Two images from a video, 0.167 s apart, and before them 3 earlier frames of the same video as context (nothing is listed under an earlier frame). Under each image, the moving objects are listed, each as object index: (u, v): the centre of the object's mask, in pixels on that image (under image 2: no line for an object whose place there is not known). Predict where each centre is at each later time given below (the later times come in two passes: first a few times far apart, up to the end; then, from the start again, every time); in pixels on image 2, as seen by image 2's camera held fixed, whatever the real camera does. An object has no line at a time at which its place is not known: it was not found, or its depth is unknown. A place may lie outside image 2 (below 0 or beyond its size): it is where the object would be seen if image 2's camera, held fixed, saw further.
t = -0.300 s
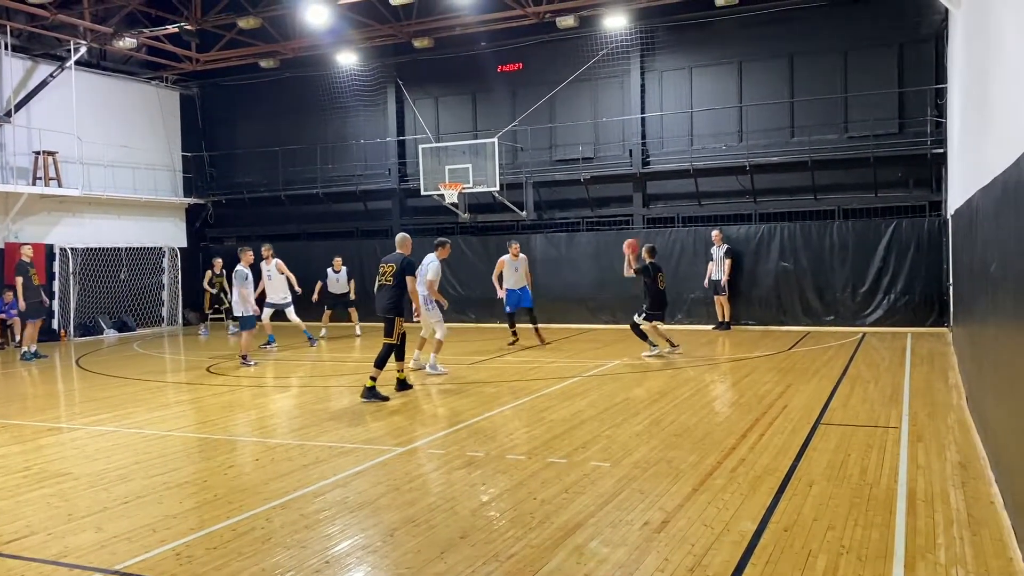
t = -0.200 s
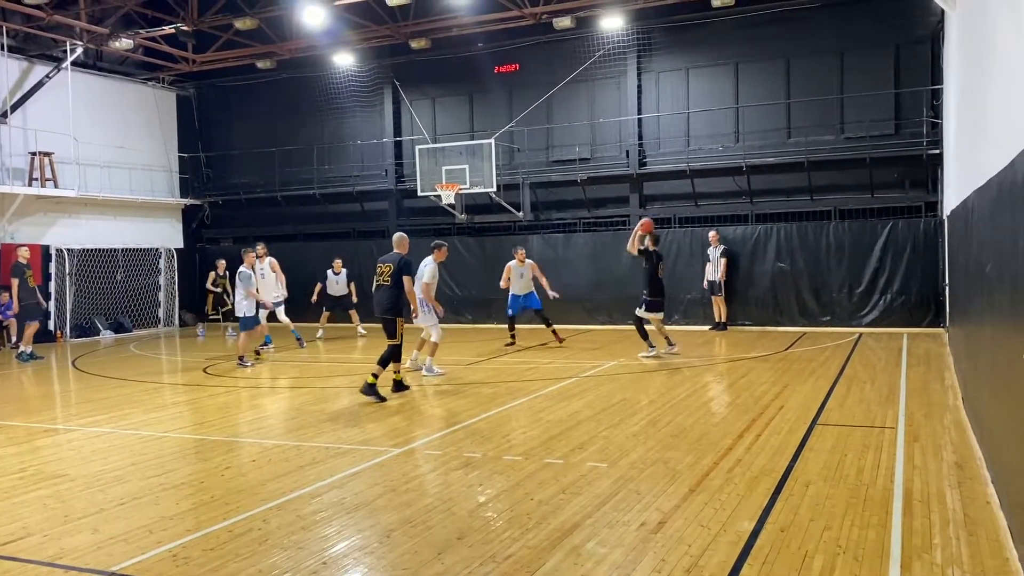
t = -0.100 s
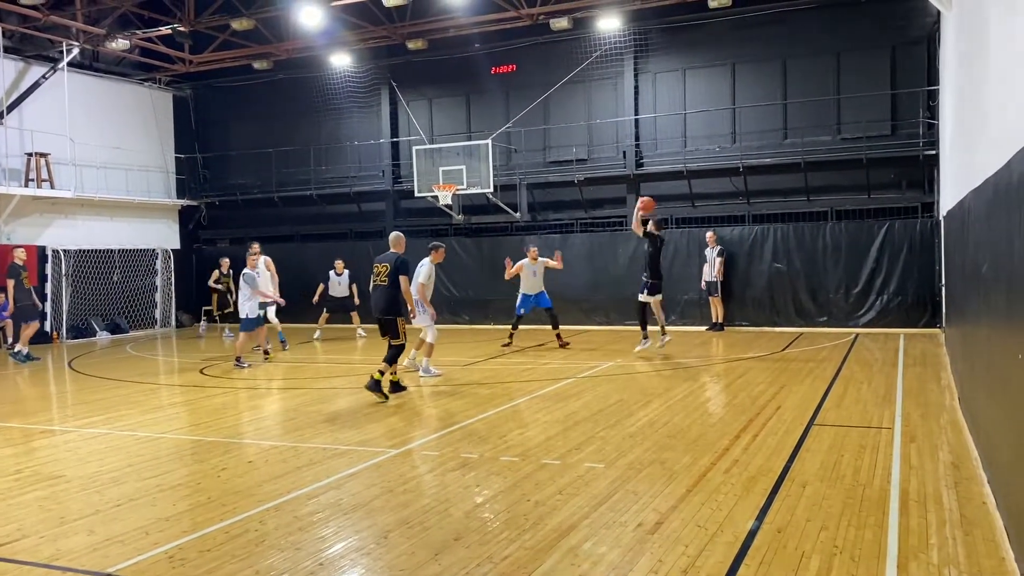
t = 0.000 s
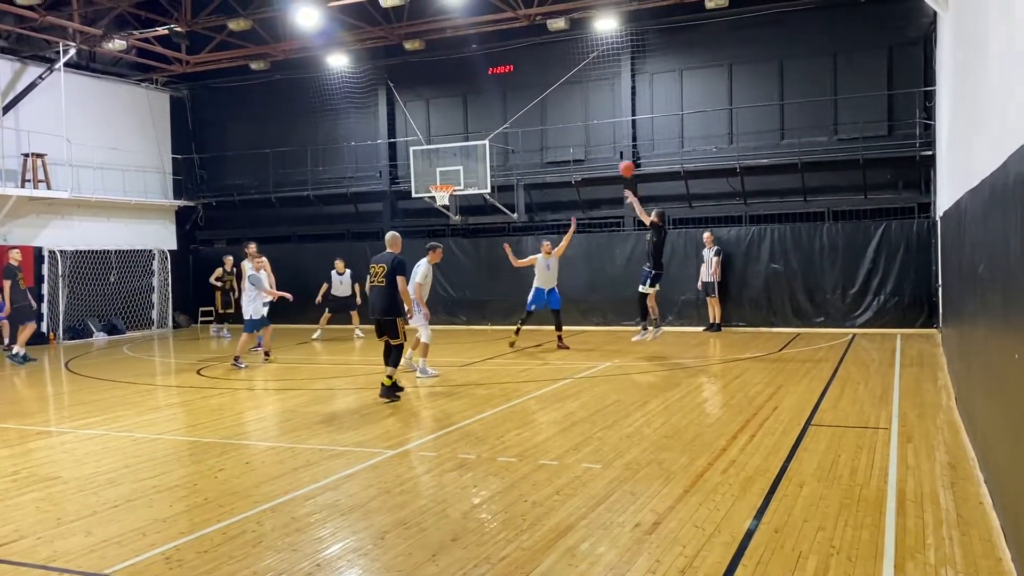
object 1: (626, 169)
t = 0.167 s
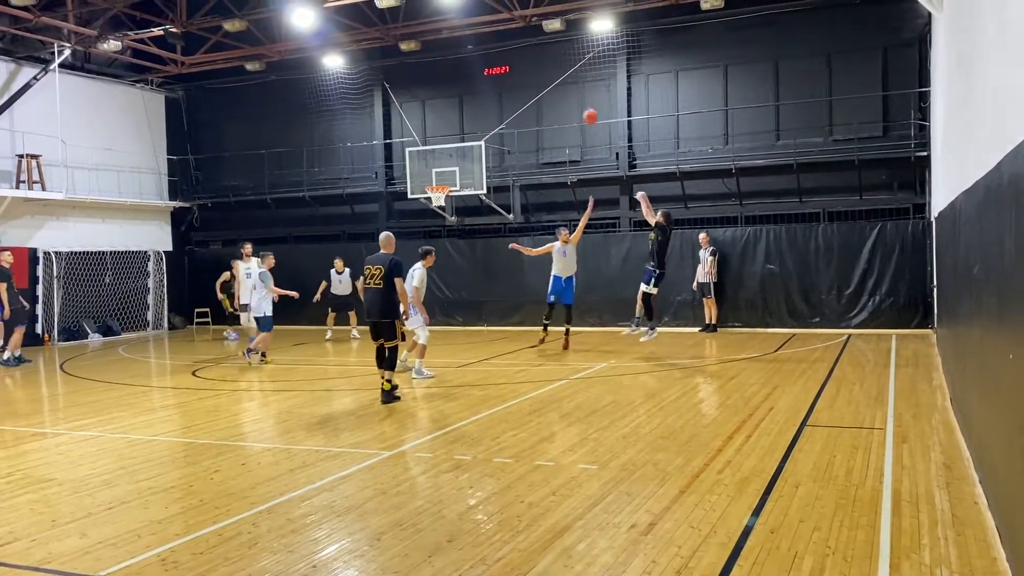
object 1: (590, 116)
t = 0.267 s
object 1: (573, 95)
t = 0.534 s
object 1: (531, 70)
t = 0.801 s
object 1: (494, 85)
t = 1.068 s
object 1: (463, 135)
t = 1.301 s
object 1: (448, 172)
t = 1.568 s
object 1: (458, 138)
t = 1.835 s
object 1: (471, 140)
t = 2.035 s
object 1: (482, 167)
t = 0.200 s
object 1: (584, 109)
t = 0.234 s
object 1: (579, 102)
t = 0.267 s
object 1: (573, 95)
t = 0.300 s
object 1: (567, 90)
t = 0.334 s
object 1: (562, 85)
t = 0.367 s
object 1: (556, 81)
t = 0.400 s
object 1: (551, 77)
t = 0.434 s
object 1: (546, 74)
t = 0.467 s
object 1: (540, 72)
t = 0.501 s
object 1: (535, 71)
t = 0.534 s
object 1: (531, 70)
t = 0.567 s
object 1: (525, 70)
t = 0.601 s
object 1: (521, 70)
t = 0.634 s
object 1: (516, 71)
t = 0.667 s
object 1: (511, 73)
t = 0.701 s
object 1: (507, 75)
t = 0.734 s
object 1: (503, 78)
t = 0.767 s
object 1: (498, 82)
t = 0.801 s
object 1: (494, 85)
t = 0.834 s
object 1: (490, 90)
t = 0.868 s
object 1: (485, 95)
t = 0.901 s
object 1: (482, 100)
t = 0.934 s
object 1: (478, 106)
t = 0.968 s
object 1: (474, 113)
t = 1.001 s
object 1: (470, 119)
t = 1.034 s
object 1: (466, 127)
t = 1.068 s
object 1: (463, 135)
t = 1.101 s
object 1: (459, 143)
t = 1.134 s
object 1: (456, 153)
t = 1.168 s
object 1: (452, 161)
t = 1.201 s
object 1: (449, 170)
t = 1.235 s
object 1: (445, 181)
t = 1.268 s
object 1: (447, 178)
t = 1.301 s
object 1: (448, 172)
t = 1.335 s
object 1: (449, 164)
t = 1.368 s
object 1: (450, 159)
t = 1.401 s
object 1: (451, 155)
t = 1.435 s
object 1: (453, 151)
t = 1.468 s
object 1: (454, 146)
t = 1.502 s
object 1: (455, 143)
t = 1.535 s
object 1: (457, 140)
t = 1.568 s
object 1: (458, 138)
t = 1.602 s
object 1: (460, 136)
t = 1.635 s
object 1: (462, 135)
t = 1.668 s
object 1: (463, 134)
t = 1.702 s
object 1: (464, 135)
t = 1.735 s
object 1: (466, 135)
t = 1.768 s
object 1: (468, 135)
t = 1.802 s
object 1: (470, 137)
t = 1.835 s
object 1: (471, 140)
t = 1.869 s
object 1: (474, 143)
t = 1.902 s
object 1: (475, 146)
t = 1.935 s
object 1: (476, 151)
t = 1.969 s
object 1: (478, 156)
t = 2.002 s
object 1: (480, 160)
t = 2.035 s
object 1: (482, 167)
